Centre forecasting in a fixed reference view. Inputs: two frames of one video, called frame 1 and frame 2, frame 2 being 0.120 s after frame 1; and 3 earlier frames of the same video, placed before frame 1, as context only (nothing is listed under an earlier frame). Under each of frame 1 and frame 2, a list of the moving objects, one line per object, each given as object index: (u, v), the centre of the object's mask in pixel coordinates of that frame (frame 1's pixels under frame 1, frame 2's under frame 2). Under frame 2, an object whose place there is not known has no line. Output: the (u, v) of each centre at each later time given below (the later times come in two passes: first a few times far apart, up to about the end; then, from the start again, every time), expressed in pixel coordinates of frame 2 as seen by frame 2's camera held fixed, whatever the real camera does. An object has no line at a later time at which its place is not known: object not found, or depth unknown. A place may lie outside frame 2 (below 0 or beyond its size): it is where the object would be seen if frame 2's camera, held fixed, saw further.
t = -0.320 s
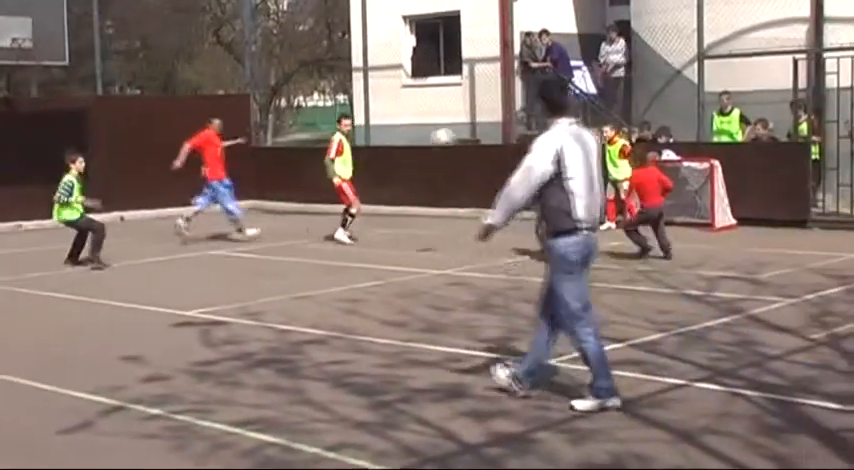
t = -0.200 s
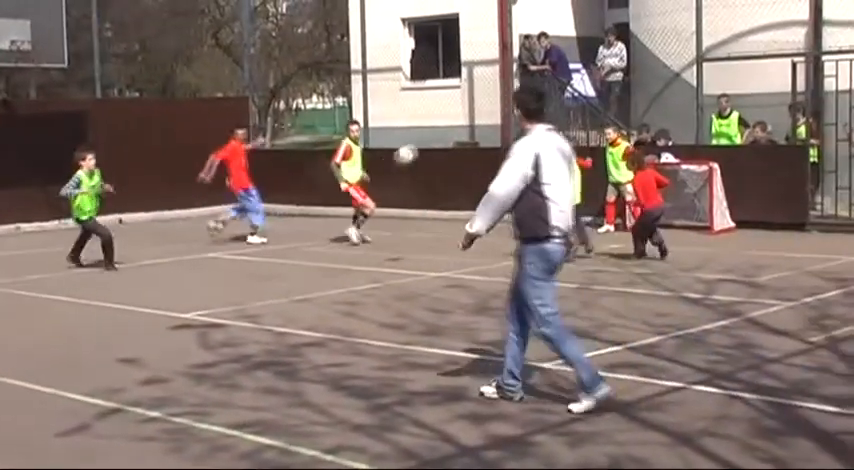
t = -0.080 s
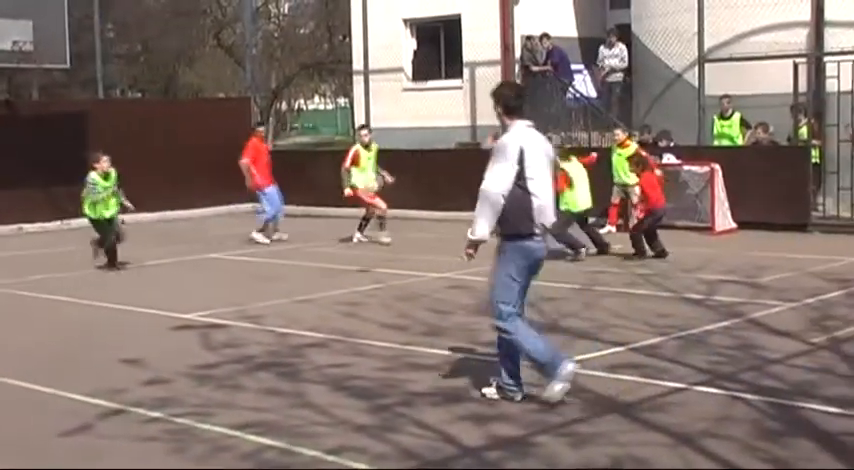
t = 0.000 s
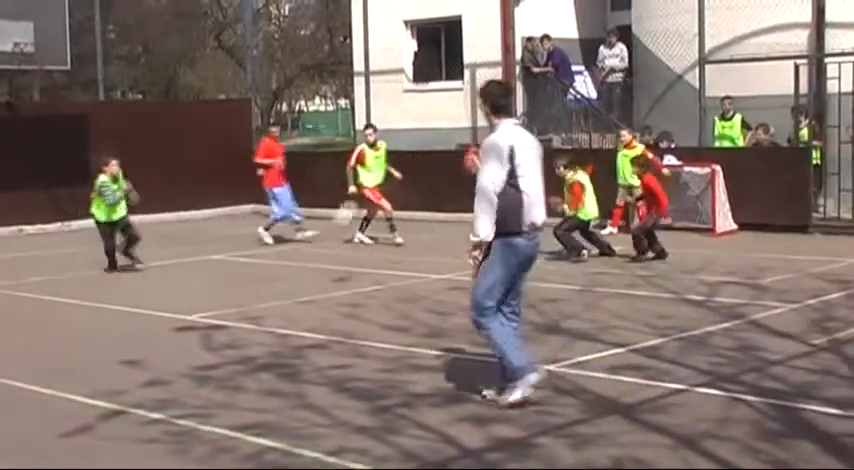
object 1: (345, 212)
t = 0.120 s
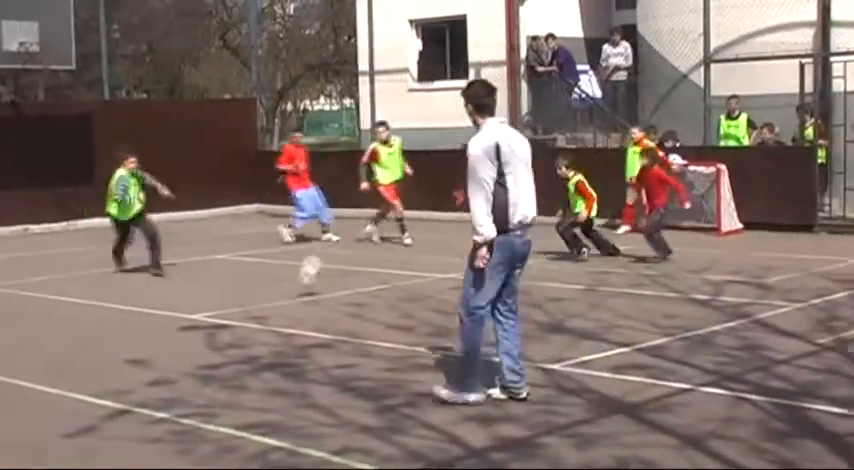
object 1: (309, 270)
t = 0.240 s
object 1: (286, 272)
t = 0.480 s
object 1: (256, 258)
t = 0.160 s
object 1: (297, 288)
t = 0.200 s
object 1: (292, 283)
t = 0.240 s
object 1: (286, 272)
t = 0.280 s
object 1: (281, 266)
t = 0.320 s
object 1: (276, 261)
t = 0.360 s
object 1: (271, 258)
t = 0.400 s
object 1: (266, 257)
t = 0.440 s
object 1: (261, 257)
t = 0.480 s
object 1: (256, 258)
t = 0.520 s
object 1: (251, 263)
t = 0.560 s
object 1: (246, 268)
